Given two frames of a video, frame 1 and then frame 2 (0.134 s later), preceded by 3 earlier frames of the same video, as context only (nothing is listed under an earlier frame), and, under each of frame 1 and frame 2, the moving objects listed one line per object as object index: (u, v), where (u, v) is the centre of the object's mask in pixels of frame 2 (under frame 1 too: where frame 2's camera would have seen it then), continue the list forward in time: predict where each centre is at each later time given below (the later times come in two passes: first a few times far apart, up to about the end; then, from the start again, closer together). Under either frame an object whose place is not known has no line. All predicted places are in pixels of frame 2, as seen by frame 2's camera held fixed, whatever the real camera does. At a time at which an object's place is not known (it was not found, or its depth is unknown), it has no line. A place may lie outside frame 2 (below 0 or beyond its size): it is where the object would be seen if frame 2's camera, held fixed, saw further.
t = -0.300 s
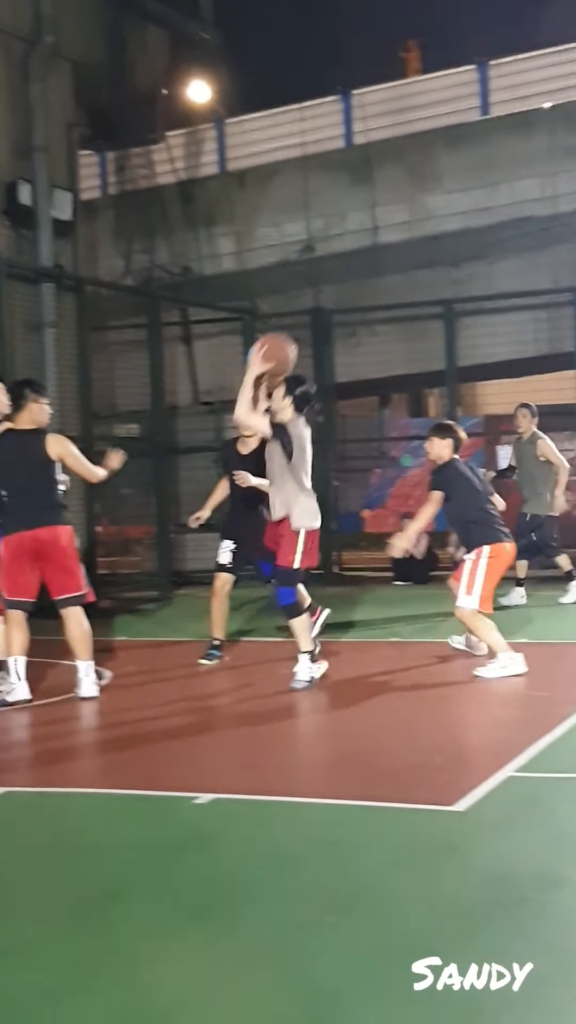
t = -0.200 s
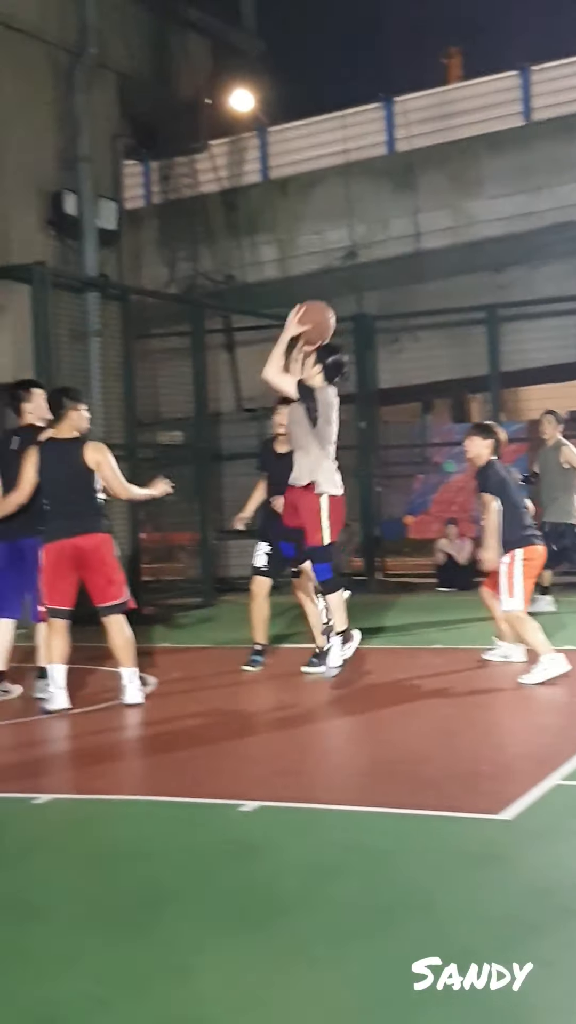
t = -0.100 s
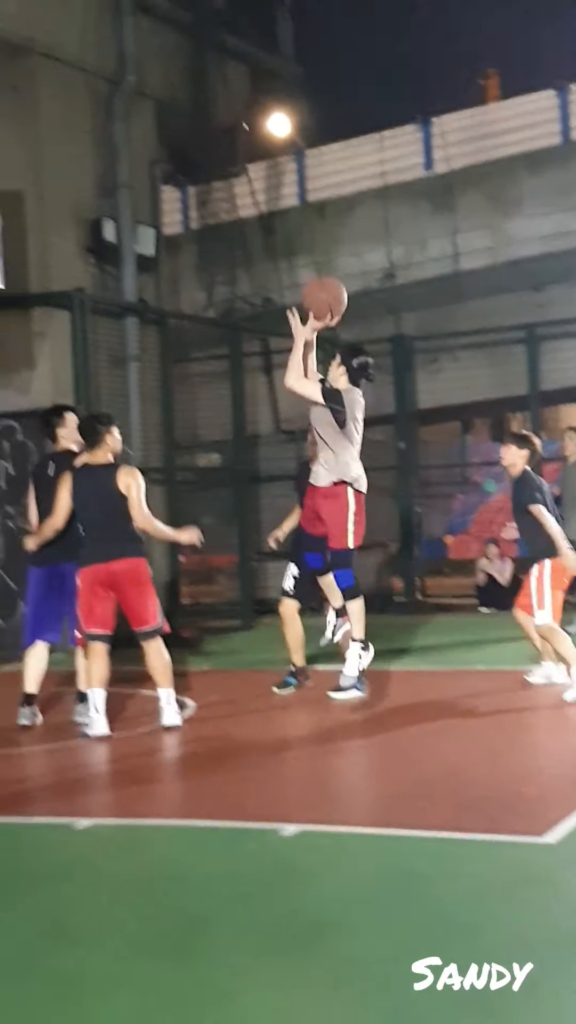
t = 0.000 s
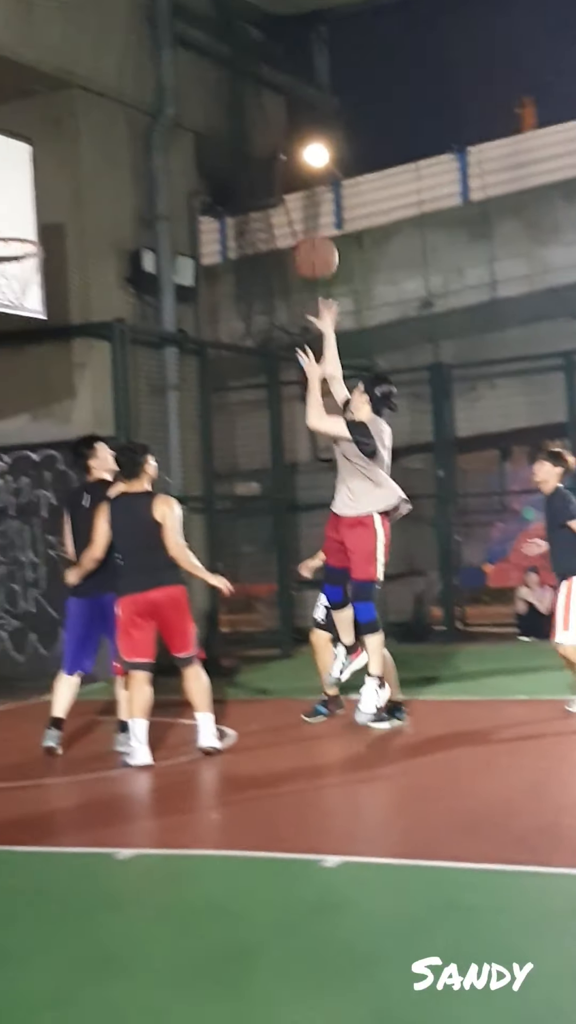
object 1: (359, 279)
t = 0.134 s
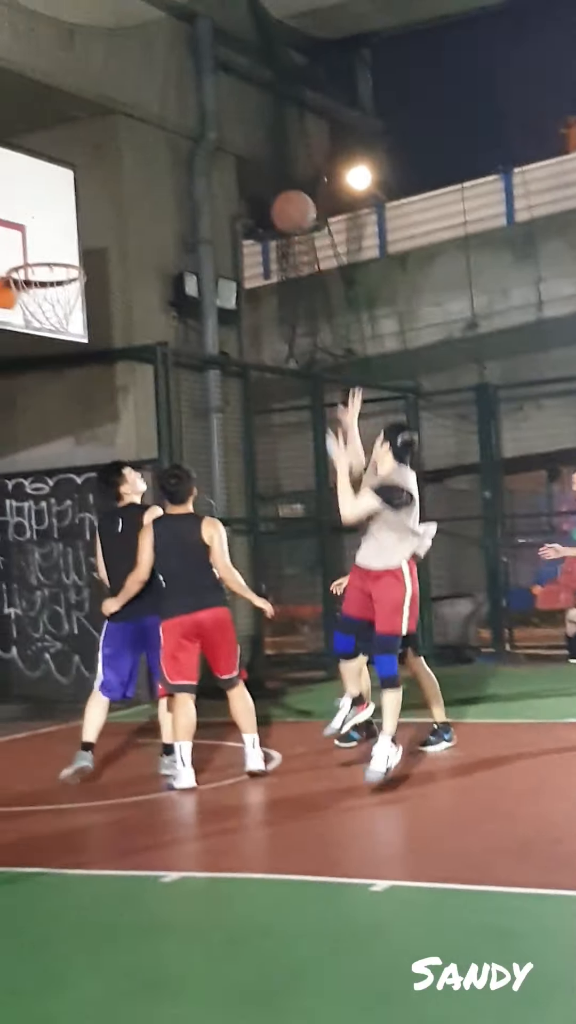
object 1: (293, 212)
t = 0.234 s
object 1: (246, 182)
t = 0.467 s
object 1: (146, 183)
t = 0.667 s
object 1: (74, 250)
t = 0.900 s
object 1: (27, 262)
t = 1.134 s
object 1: (31, 228)
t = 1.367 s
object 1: (55, 277)
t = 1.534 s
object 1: (67, 335)
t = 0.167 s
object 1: (277, 200)
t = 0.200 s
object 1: (261, 190)
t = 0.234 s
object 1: (246, 182)
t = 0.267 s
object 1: (229, 177)
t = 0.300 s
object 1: (215, 173)
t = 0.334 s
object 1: (201, 171)
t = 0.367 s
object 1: (189, 170)
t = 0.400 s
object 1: (176, 174)
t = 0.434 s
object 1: (161, 178)
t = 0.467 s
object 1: (146, 183)
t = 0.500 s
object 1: (132, 190)
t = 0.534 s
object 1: (119, 199)
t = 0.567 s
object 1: (107, 209)
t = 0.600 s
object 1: (95, 223)
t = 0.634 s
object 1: (84, 238)
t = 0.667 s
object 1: (74, 250)
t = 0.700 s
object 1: (66, 247)
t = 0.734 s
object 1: (59, 245)
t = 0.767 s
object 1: (52, 245)
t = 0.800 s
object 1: (45, 247)
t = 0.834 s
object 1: (39, 251)
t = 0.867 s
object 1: (32, 258)
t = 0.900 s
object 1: (27, 262)
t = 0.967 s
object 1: (18, 246)
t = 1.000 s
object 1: (20, 239)
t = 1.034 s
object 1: (23, 234)
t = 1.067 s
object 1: (26, 230)
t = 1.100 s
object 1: (28, 228)
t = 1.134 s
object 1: (31, 228)
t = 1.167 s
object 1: (34, 230)
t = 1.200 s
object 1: (38, 234)
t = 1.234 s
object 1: (41, 239)
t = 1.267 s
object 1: (44, 246)
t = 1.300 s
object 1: (48, 254)
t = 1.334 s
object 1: (52, 266)
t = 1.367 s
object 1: (55, 277)
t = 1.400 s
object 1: (59, 291)
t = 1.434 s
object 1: (63, 306)
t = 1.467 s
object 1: (66, 317)
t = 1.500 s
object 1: (67, 325)
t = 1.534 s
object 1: (67, 335)
